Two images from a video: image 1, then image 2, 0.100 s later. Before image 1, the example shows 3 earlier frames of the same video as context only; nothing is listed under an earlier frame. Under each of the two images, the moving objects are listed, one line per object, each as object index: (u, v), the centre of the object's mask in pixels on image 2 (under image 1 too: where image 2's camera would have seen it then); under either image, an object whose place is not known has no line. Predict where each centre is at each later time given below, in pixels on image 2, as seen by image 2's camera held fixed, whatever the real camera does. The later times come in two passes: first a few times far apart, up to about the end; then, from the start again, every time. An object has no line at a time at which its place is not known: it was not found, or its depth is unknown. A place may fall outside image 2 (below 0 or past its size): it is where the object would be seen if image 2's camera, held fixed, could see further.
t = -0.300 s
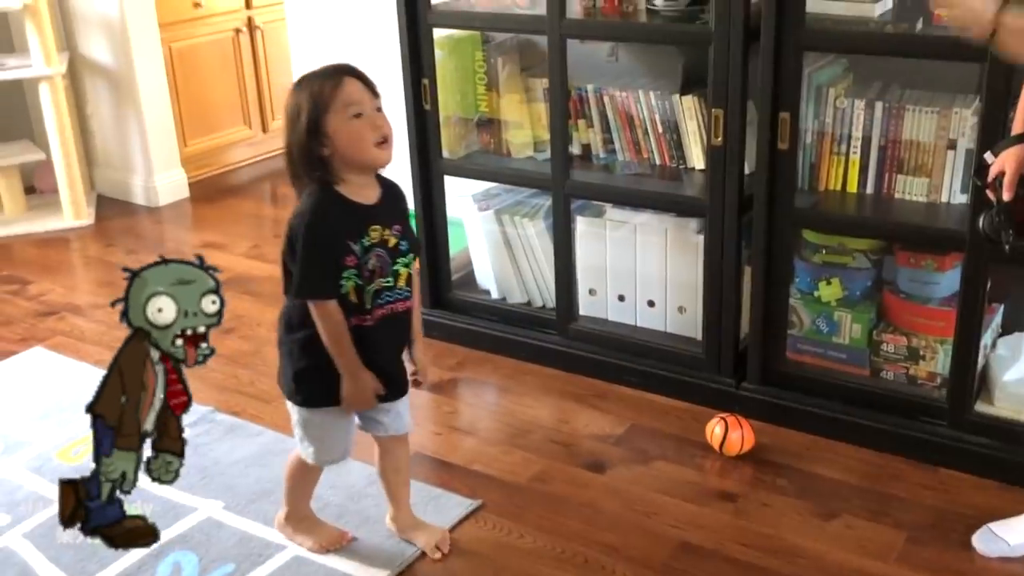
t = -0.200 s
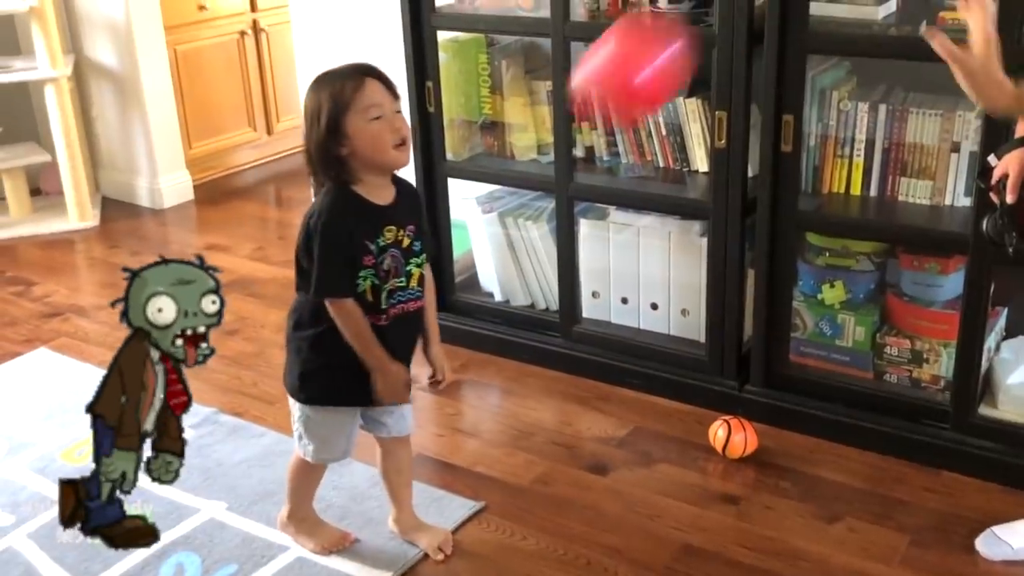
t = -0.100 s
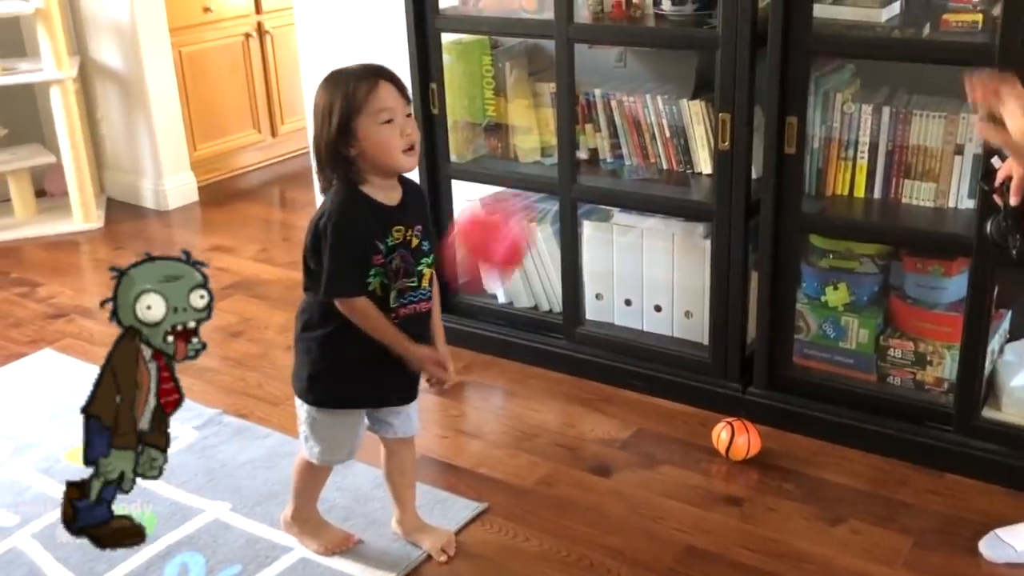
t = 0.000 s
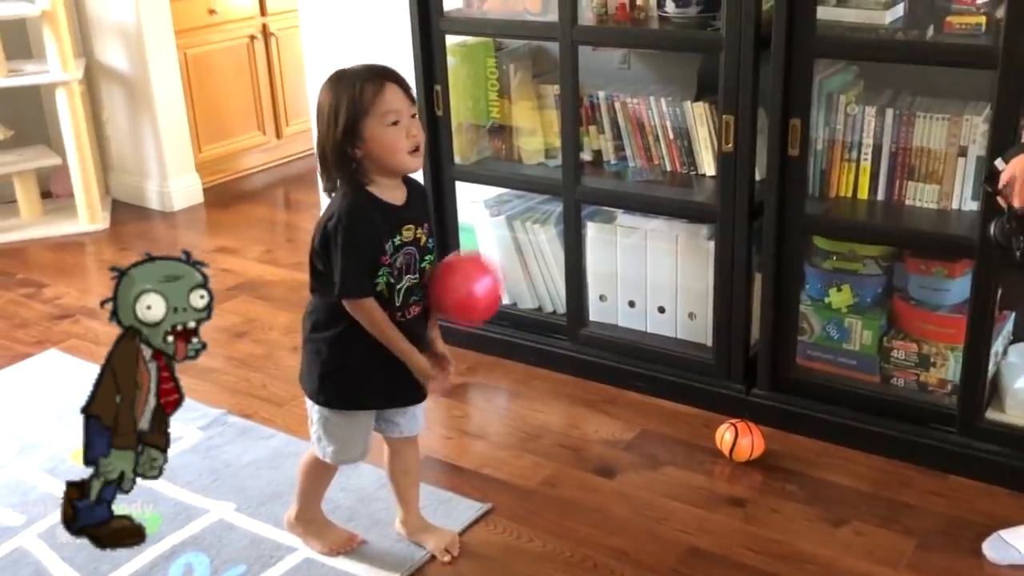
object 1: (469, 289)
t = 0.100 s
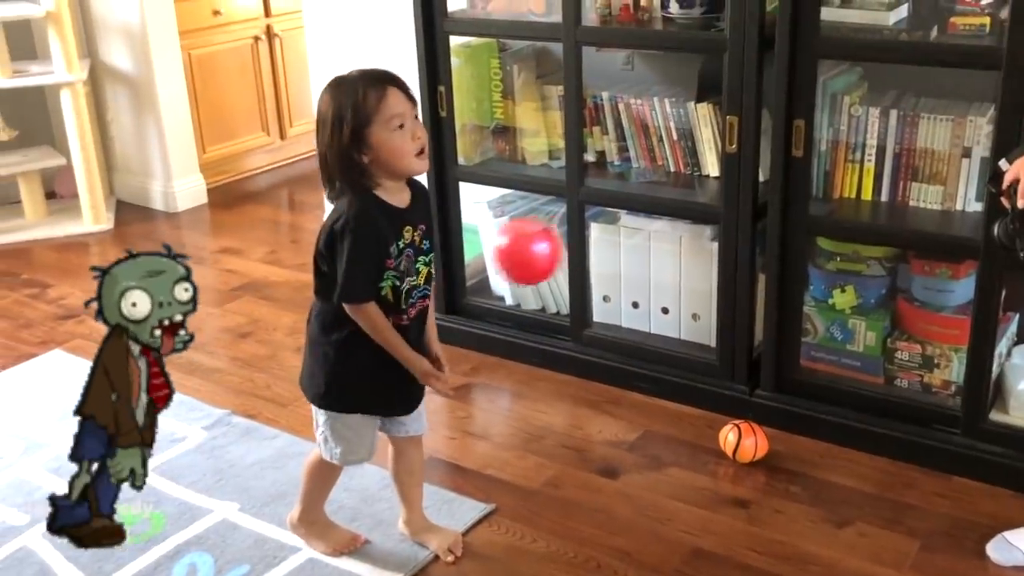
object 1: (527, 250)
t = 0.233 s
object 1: (587, 272)
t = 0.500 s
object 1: (633, 422)
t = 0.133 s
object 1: (544, 249)
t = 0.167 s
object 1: (557, 253)
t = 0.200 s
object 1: (572, 262)
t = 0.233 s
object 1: (587, 272)
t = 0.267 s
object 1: (601, 286)
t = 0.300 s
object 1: (614, 304)
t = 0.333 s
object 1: (628, 326)
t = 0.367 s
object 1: (640, 351)
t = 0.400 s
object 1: (650, 372)
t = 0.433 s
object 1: (647, 388)
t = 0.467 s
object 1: (640, 409)
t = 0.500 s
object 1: (633, 422)
